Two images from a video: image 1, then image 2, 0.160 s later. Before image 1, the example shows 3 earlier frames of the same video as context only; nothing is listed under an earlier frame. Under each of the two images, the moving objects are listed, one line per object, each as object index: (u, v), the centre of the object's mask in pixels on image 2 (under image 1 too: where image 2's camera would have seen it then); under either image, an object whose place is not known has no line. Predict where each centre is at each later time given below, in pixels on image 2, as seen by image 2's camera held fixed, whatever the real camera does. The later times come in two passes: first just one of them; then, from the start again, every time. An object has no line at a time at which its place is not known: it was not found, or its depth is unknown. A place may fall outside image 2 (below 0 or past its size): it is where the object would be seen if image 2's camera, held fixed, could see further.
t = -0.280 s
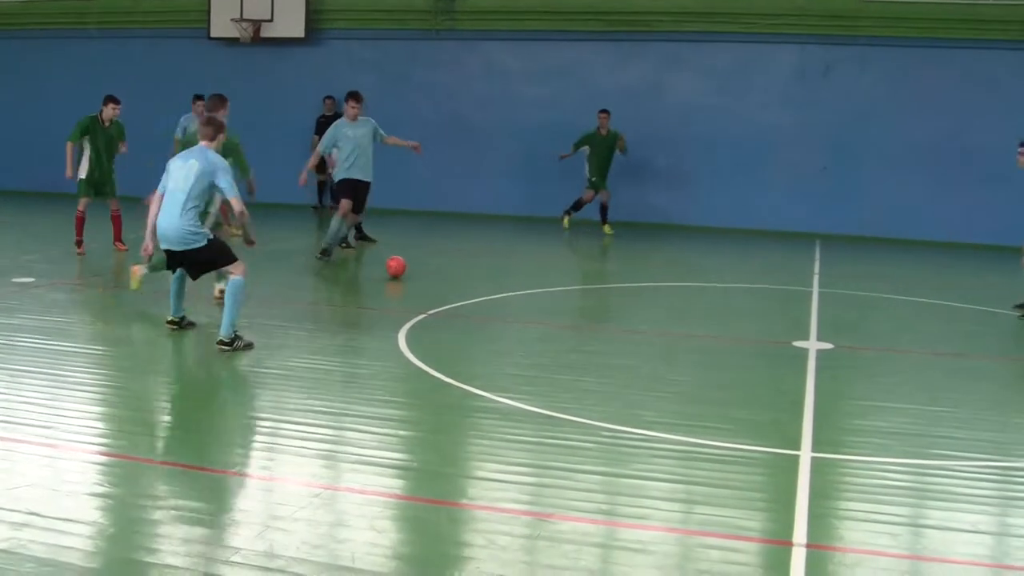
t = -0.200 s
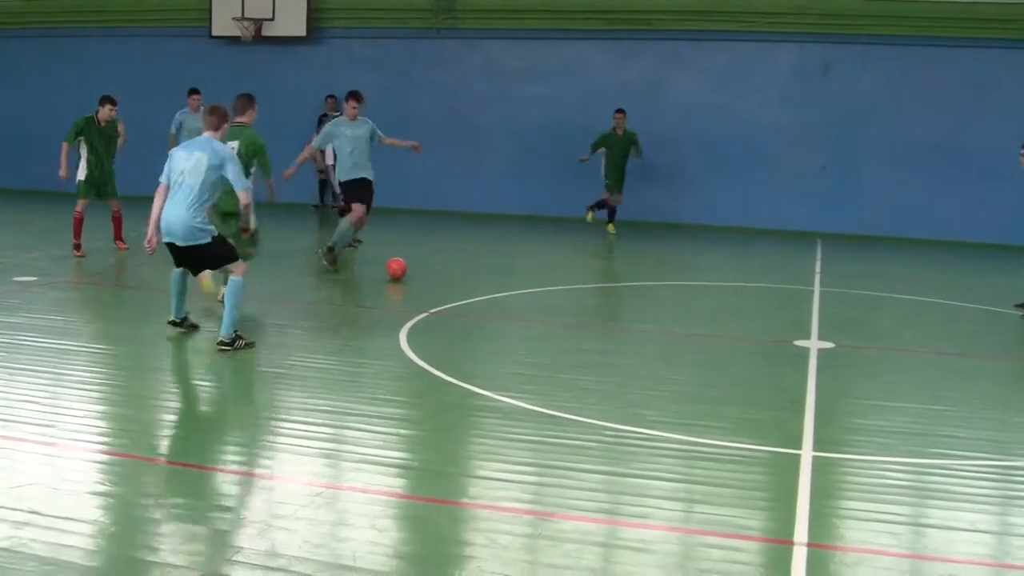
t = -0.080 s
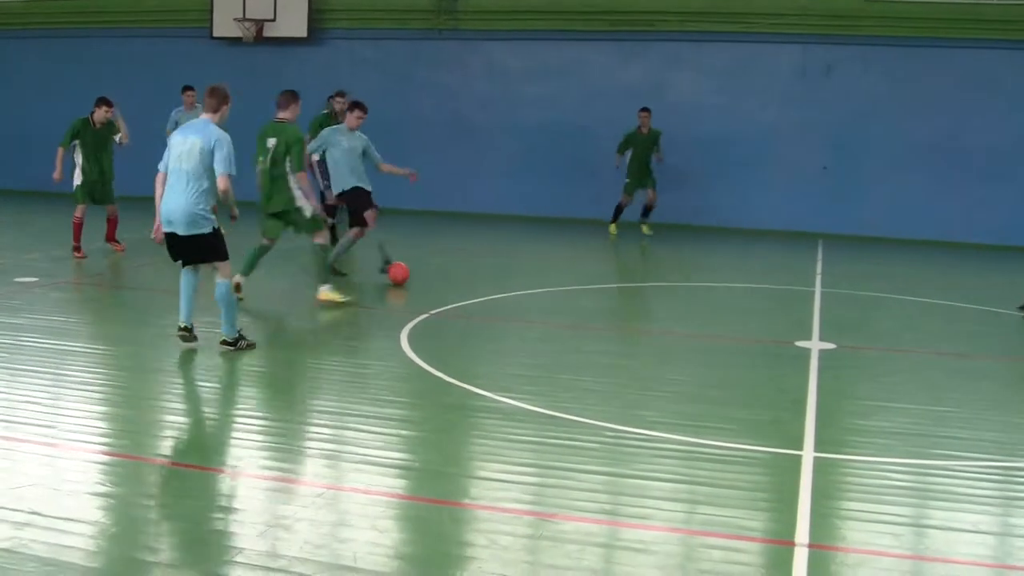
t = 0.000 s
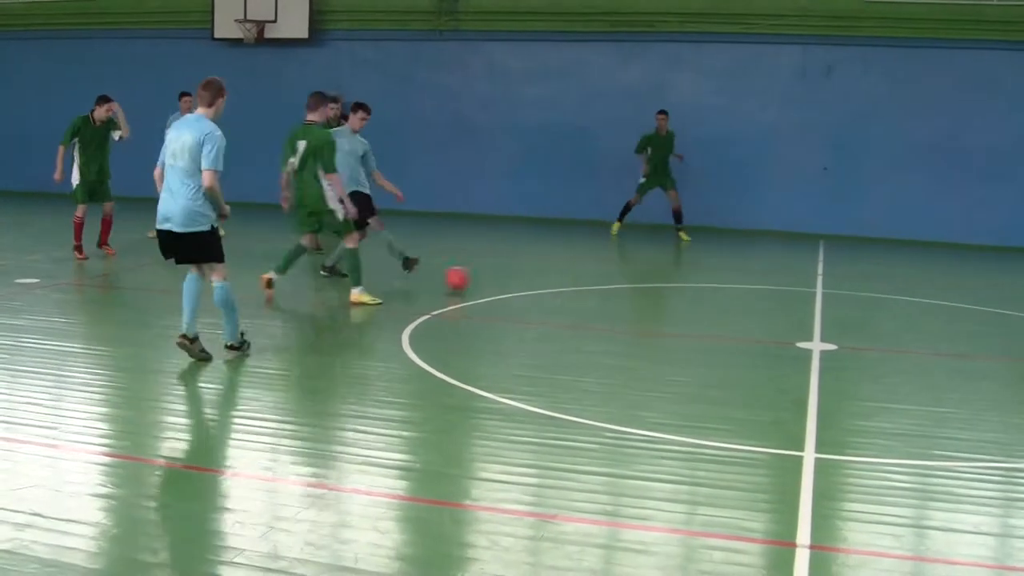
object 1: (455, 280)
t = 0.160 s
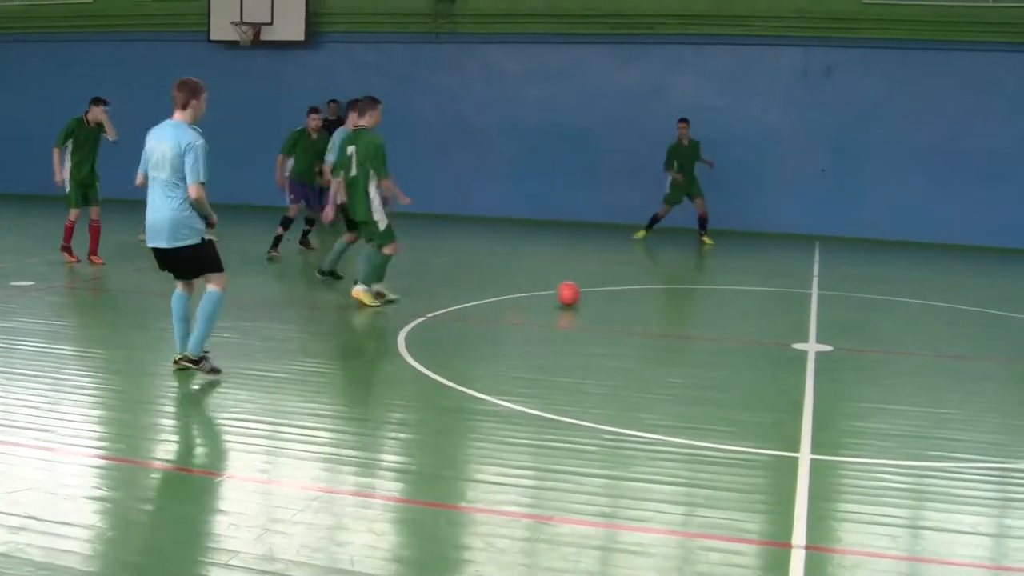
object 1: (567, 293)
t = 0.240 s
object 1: (623, 298)
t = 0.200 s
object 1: (595, 296)
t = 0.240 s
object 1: (623, 298)
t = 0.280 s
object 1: (648, 299)
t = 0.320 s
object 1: (673, 303)
